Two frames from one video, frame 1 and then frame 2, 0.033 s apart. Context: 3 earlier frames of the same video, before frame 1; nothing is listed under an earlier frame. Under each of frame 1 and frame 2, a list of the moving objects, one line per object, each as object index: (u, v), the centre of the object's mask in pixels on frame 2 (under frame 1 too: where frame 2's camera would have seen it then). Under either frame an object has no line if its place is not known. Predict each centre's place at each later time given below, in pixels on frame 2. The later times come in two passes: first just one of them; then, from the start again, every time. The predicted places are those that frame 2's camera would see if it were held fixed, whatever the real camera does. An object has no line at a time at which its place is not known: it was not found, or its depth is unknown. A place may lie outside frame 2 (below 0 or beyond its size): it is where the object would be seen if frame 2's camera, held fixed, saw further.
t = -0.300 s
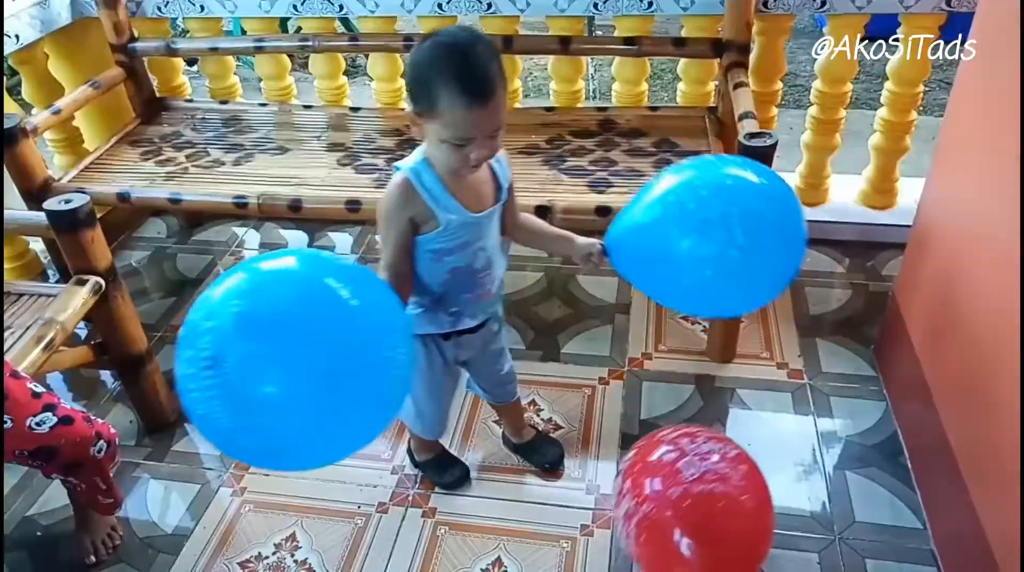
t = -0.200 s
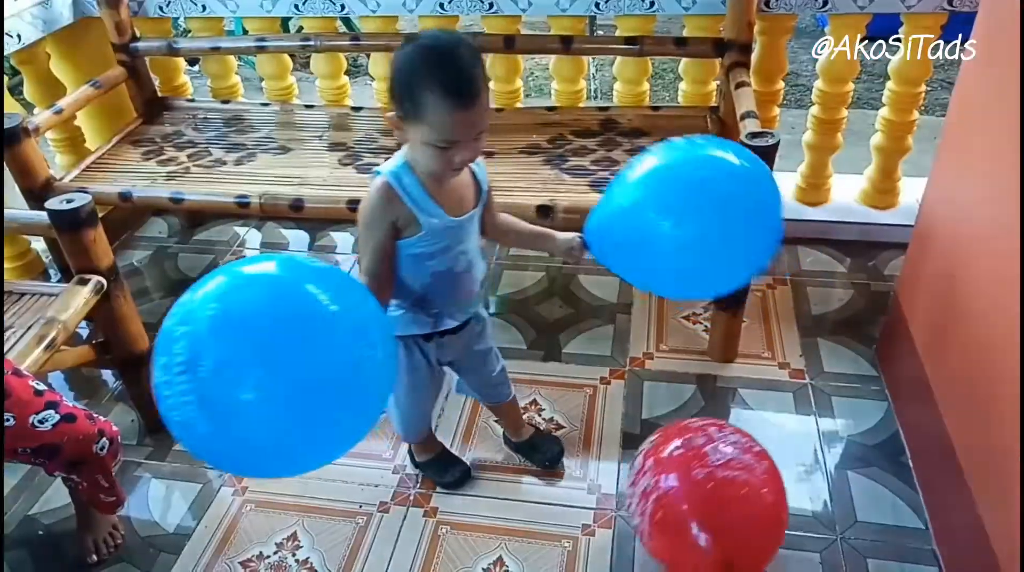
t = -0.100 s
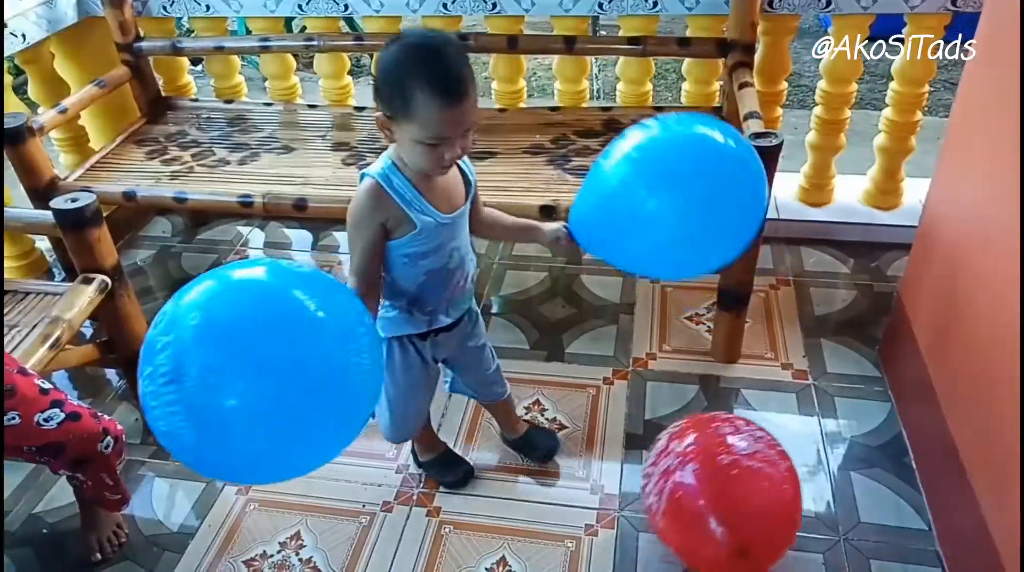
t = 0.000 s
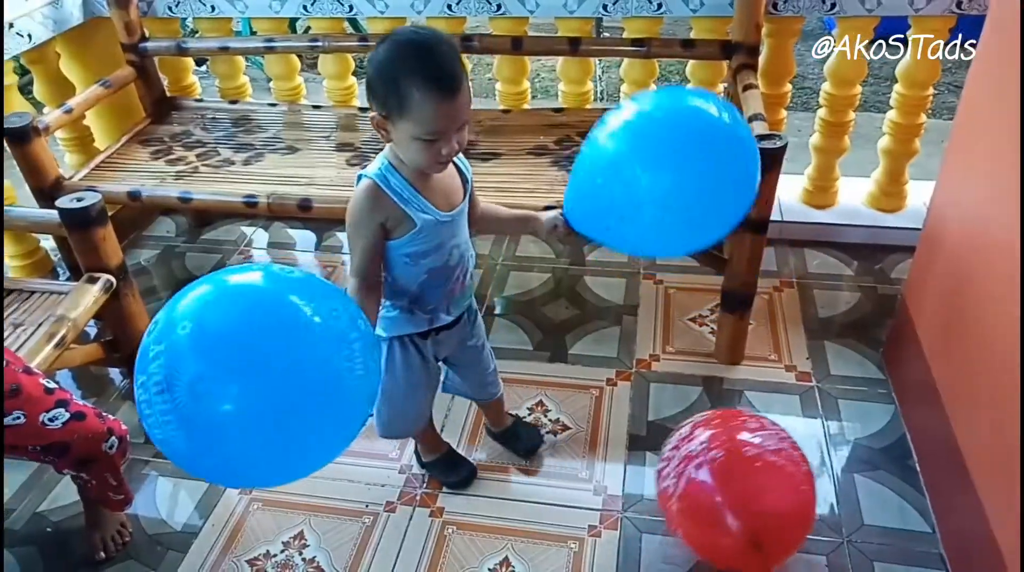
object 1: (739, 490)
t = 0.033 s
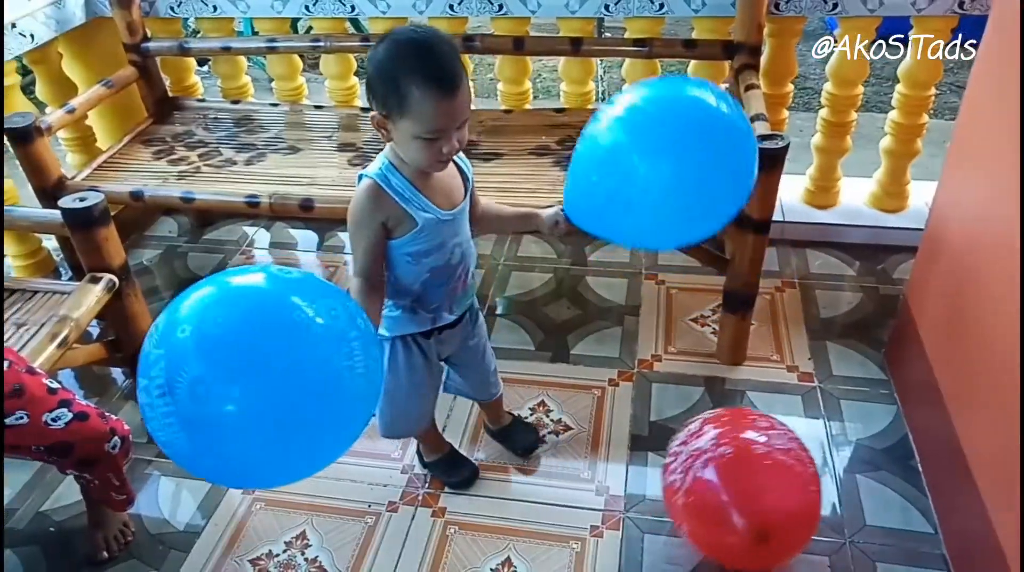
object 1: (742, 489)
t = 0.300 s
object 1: (769, 479)
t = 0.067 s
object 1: (745, 487)
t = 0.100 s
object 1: (749, 485)
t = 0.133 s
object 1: (753, 484)
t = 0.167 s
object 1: (756, 483)
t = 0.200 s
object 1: (759, 482)
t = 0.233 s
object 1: (763, 480)
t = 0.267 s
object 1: (766, 480)
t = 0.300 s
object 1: (769, 479)
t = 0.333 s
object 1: (772, 479)
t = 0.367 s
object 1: (775, 478)
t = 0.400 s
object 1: (778, 477)
